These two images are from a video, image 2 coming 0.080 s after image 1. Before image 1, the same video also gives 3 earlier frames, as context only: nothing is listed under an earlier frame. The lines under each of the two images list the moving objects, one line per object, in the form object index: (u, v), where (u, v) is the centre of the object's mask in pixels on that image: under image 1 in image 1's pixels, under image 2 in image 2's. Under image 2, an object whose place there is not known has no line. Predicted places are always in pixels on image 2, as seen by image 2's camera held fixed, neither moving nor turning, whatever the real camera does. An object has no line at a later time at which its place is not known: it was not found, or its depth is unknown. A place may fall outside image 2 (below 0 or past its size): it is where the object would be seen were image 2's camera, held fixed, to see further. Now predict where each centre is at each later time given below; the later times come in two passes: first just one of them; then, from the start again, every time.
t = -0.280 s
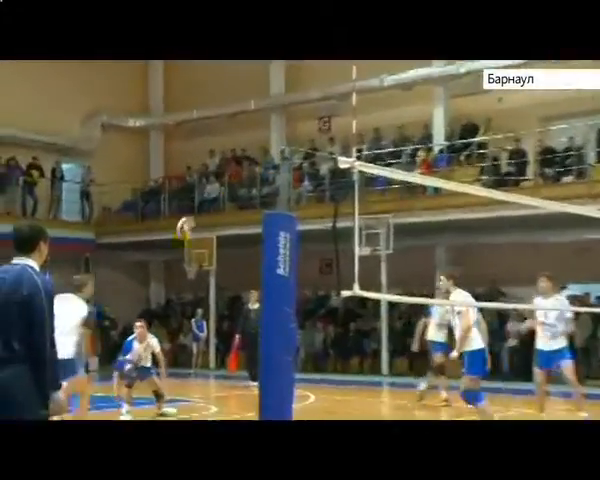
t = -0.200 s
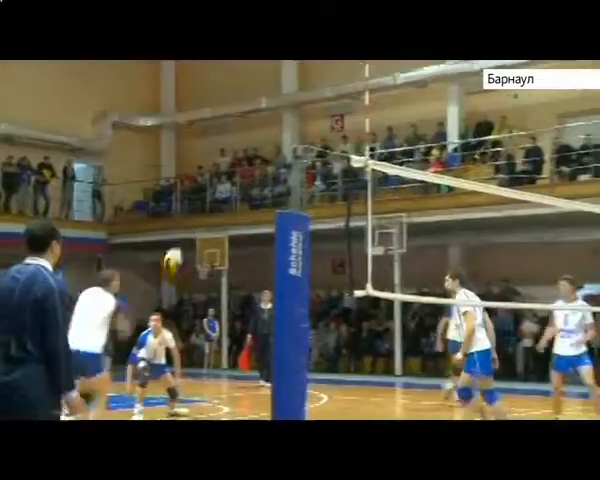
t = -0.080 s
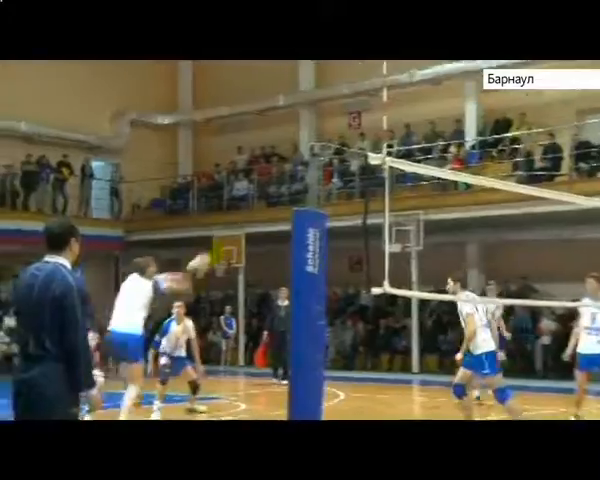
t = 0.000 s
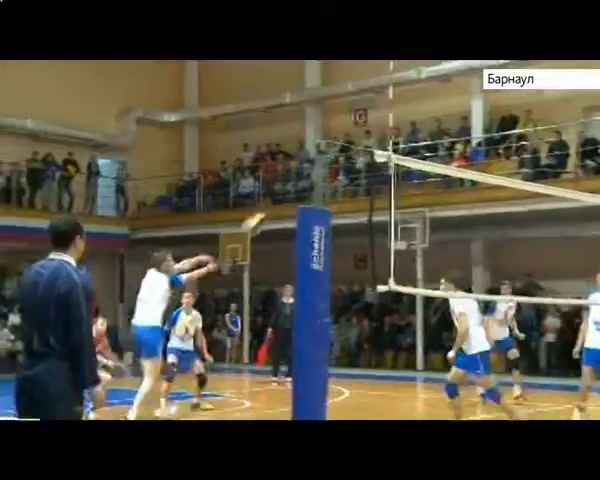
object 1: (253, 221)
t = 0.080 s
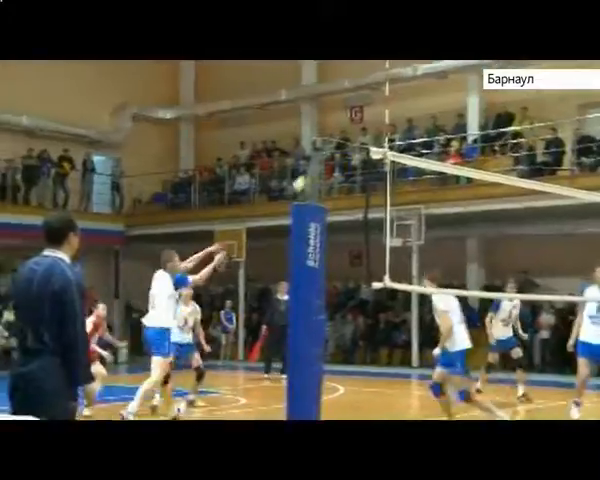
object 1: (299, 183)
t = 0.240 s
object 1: (404, 131)
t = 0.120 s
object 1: (328, 168)
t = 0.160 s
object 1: (351, 158)
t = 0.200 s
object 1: (377, 149)
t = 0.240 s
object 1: (404, 131)
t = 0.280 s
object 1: (430, 124)
